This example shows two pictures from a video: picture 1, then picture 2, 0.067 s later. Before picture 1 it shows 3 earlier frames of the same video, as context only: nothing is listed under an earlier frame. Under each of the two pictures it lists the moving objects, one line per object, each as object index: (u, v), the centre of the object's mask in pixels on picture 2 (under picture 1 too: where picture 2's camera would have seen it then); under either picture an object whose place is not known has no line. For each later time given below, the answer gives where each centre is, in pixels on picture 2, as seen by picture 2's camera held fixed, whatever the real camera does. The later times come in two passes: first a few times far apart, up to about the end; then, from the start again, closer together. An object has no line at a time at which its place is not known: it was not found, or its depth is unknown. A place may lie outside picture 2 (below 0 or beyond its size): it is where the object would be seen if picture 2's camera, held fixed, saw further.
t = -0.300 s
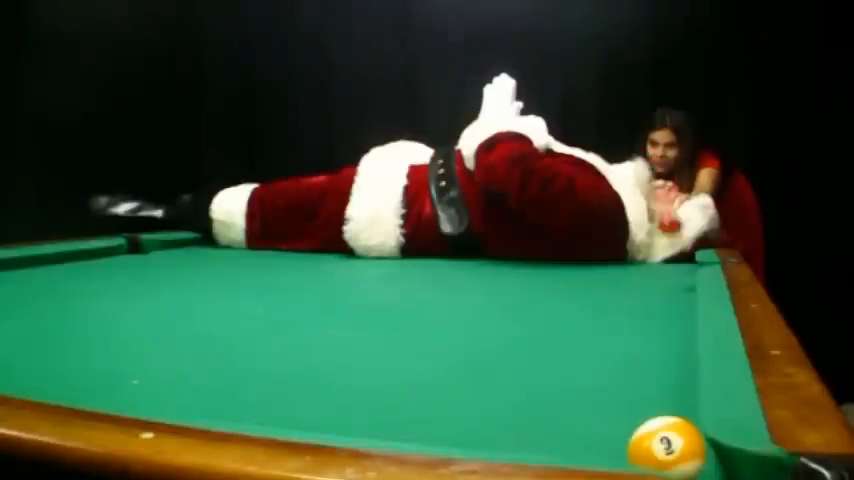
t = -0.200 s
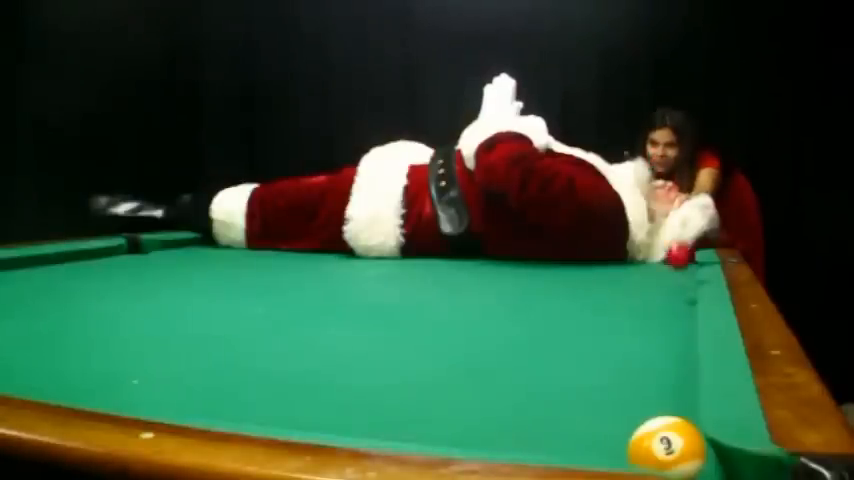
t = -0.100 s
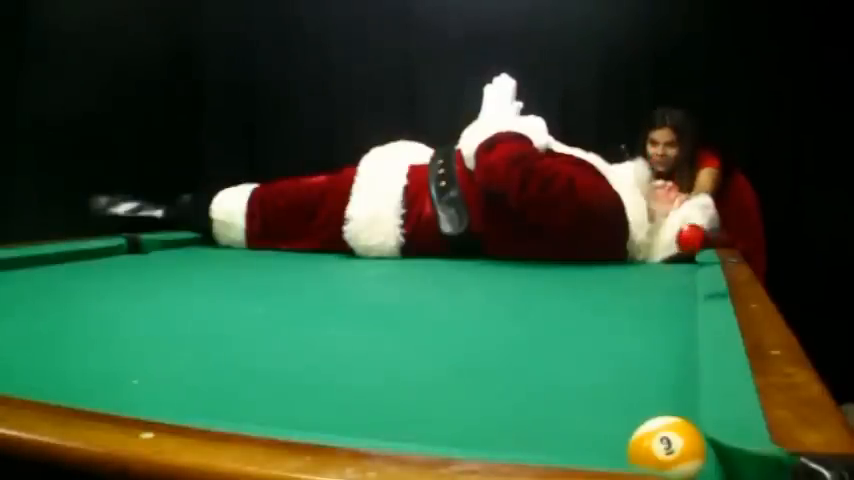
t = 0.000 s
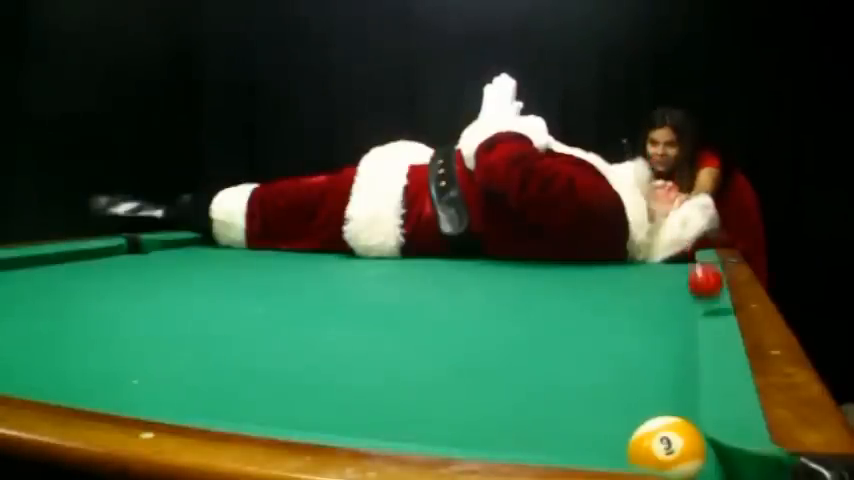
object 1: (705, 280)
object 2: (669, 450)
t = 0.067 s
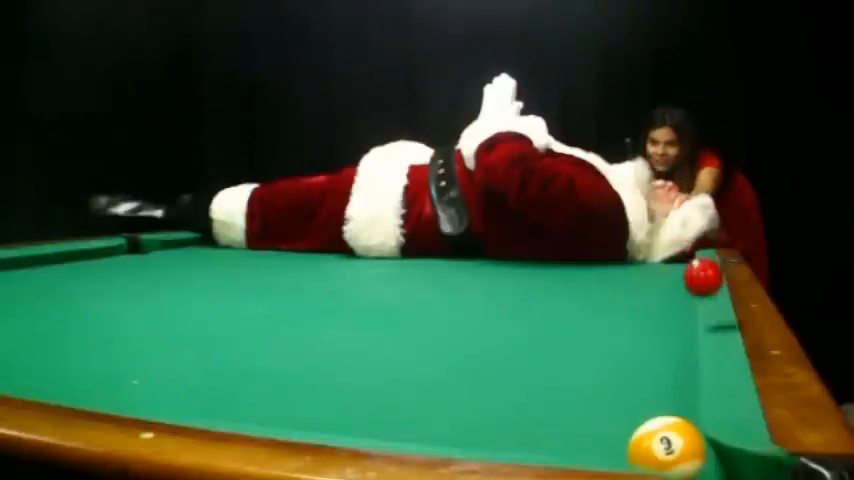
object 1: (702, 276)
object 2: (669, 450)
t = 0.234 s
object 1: (674, 354)
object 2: (668, 448)
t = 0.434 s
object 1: (552, 432)
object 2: (712, 466)
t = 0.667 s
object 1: (357, 421)
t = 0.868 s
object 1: (247, 404)
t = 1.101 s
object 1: (143, 385)
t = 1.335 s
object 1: (64, 368)
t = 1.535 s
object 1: (14, 354)
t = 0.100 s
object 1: (698, 273)
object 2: (669, 450)
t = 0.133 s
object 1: (695, 276)
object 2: (669, 450)
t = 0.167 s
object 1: (688, 290)
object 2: (669, 450)
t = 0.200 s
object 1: (682, 315)
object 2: (669, 450)
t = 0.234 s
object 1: (674, 354)
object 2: (668, 448)
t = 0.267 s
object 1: (666, 378)
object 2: (668, 448)
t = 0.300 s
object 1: (657, 377)
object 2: (669, 450)
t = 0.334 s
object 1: (647, 387)
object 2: (668, 448)
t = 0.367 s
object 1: (630, 407)
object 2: (671, 450)
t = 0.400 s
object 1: (594, 418)
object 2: (691, 454)
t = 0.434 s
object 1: (552, 432)
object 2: (712, 466)
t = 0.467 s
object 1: (512, 432)
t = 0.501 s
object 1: (472, 434)
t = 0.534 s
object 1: (445, 432)
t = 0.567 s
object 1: (422, 429)
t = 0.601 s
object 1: (399, 426)
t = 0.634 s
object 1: (378, 424)
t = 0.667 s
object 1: (357, 421)
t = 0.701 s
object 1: (337, 418)
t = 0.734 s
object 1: (318, 415)
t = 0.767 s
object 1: (299, 412)
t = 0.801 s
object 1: (280, 409)
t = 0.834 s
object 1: (264, 406)
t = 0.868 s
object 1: (247, 404)
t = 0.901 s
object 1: (230, 401)
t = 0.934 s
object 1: (215, 398)
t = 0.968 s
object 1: (199, 396)
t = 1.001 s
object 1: (185, 393)
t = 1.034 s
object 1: (171, 390)
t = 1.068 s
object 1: (157, 388)
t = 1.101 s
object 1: (143, 385)
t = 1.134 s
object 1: (131, 383)
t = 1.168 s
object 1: (119, 380)
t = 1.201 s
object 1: (107, 378)
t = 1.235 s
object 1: (96, 375)
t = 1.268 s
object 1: (84, 373)
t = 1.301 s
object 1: (74, 370)
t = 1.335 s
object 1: (64, 368)
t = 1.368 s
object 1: (54, 366)
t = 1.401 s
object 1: (44, 364)
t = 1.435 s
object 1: (35, 361)
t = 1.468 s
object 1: (26, 359)
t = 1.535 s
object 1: (14, 354)
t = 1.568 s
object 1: (10, 352)
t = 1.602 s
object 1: (7, 350)
